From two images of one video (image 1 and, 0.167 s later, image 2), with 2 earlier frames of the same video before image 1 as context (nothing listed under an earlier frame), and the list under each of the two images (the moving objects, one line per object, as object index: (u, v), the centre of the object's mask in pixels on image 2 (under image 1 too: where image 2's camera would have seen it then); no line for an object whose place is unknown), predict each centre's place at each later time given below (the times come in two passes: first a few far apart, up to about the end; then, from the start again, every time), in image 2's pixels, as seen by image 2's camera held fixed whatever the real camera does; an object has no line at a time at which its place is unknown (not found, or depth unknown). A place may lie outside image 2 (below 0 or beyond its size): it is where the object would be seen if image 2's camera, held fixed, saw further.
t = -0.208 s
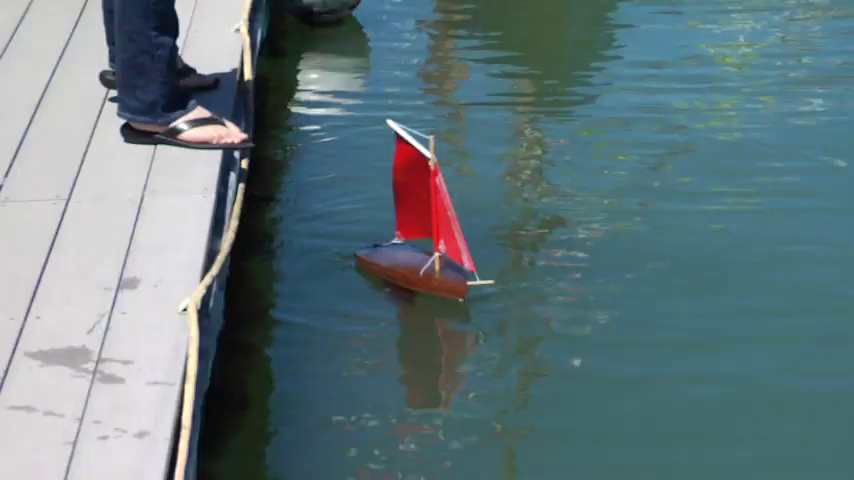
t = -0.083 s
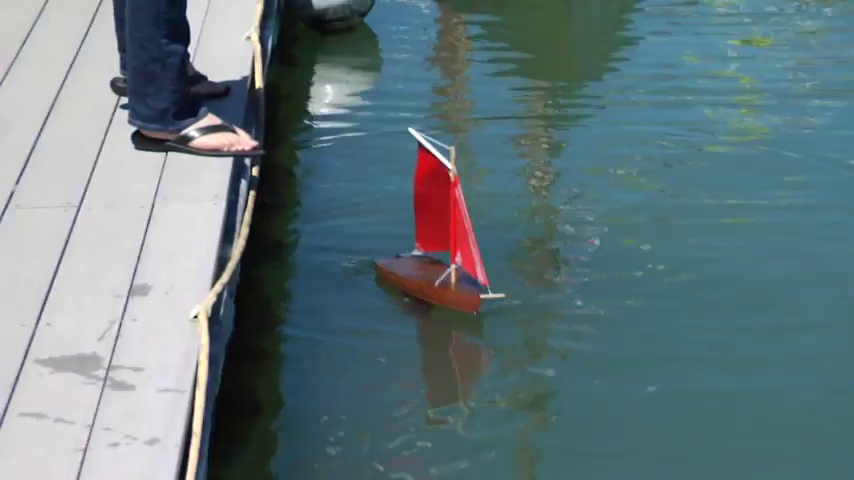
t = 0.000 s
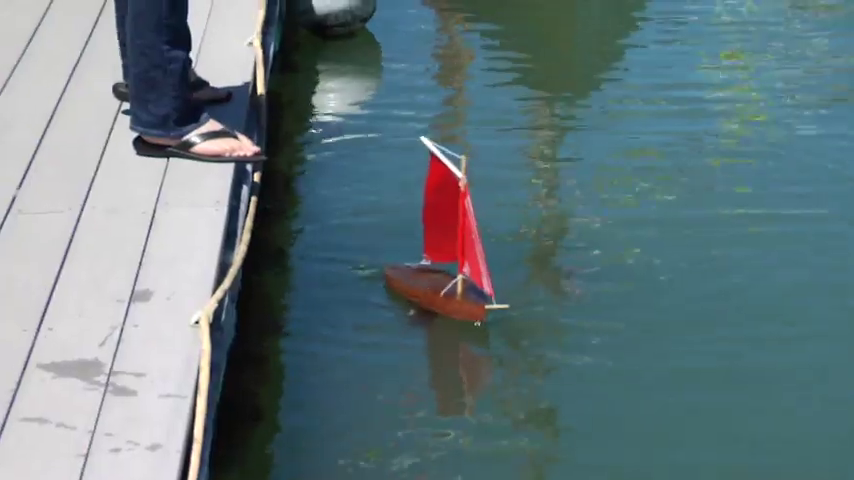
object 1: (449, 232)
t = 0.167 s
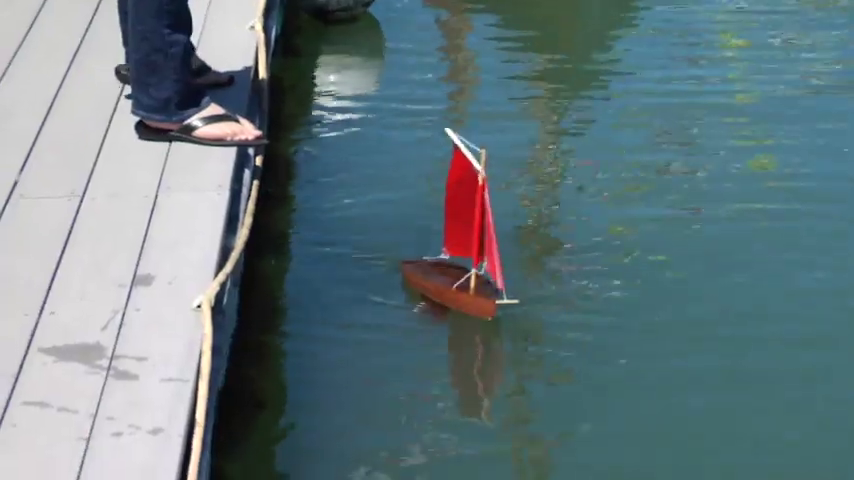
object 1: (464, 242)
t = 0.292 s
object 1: (474, 253)
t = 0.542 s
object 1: (487, 271)
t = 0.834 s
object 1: (501, 284)
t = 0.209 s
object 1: (467, 245)
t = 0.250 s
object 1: (471, 249)
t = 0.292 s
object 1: (474, 253)
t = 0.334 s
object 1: (477, 257)
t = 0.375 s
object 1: (480, 260)
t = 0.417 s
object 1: (482, 264)
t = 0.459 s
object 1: (484, 267)
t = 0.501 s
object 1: (485, 270)
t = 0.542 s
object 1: (487, 271)
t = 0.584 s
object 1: (489, 273)
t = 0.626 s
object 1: (491, 274)
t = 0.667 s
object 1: (493, 276)
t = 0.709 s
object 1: (495, 278)
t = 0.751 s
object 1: (497, 280)
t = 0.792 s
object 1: (499, 282)
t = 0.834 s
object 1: (501, 284)
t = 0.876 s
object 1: (503, 285)
